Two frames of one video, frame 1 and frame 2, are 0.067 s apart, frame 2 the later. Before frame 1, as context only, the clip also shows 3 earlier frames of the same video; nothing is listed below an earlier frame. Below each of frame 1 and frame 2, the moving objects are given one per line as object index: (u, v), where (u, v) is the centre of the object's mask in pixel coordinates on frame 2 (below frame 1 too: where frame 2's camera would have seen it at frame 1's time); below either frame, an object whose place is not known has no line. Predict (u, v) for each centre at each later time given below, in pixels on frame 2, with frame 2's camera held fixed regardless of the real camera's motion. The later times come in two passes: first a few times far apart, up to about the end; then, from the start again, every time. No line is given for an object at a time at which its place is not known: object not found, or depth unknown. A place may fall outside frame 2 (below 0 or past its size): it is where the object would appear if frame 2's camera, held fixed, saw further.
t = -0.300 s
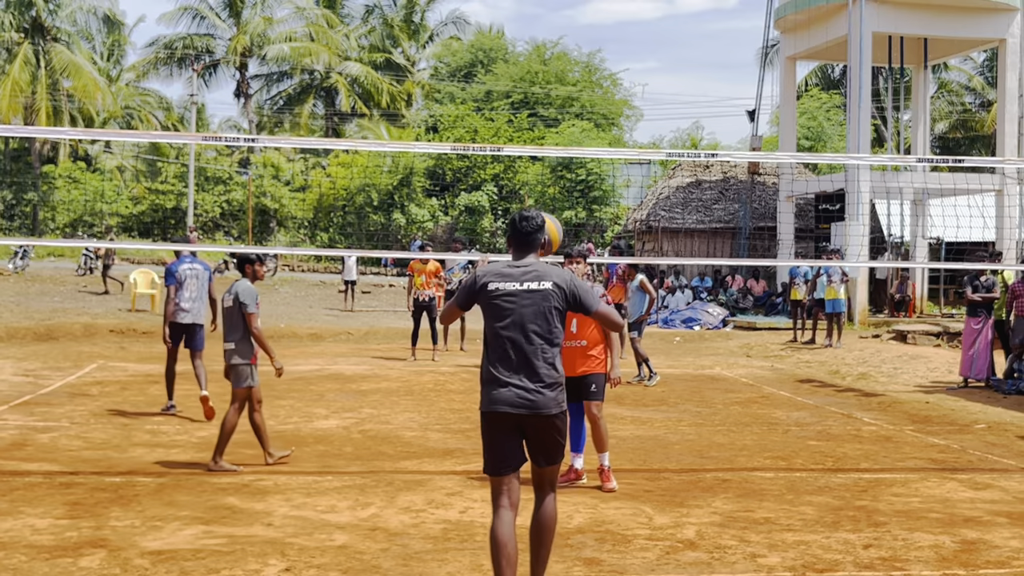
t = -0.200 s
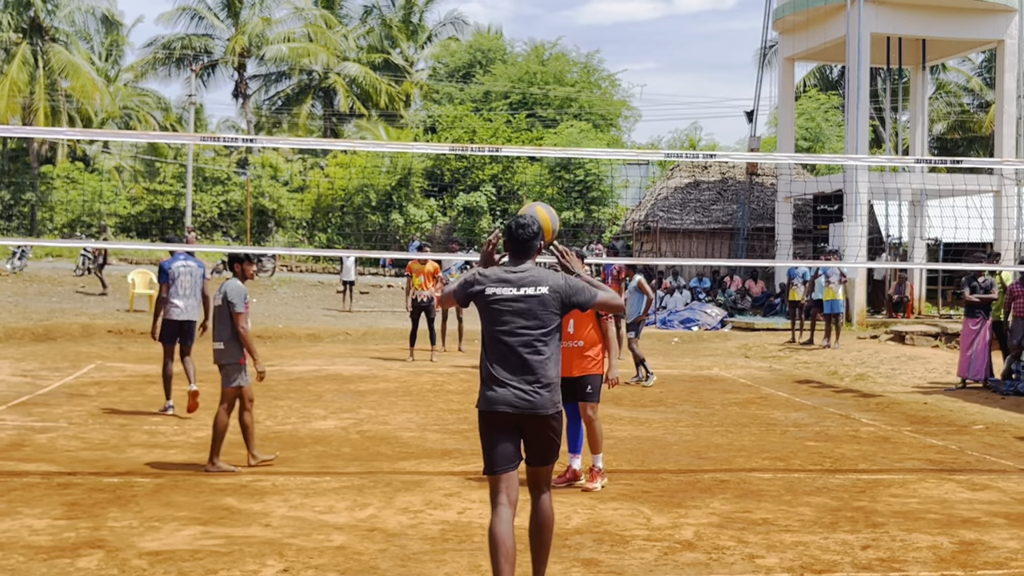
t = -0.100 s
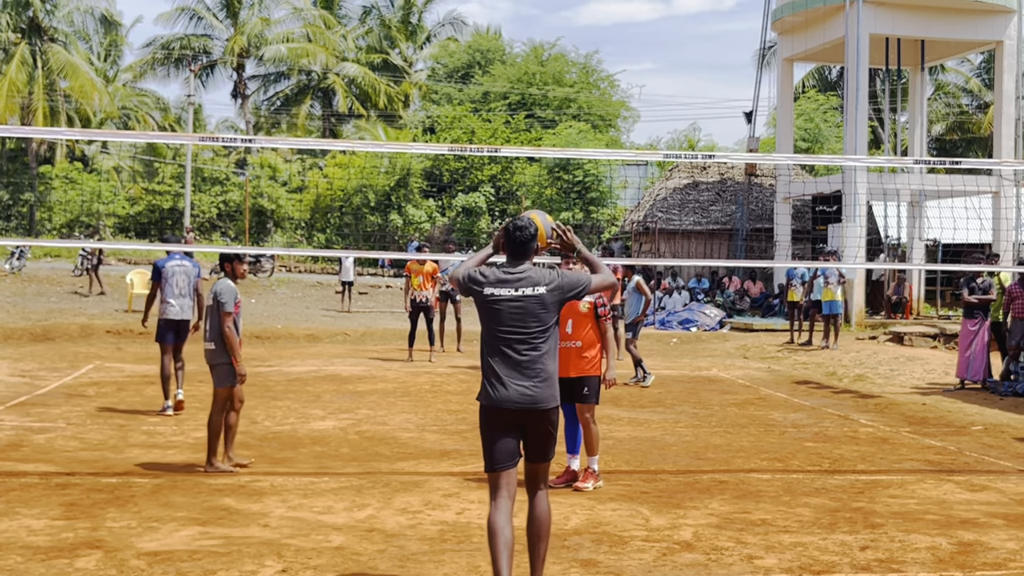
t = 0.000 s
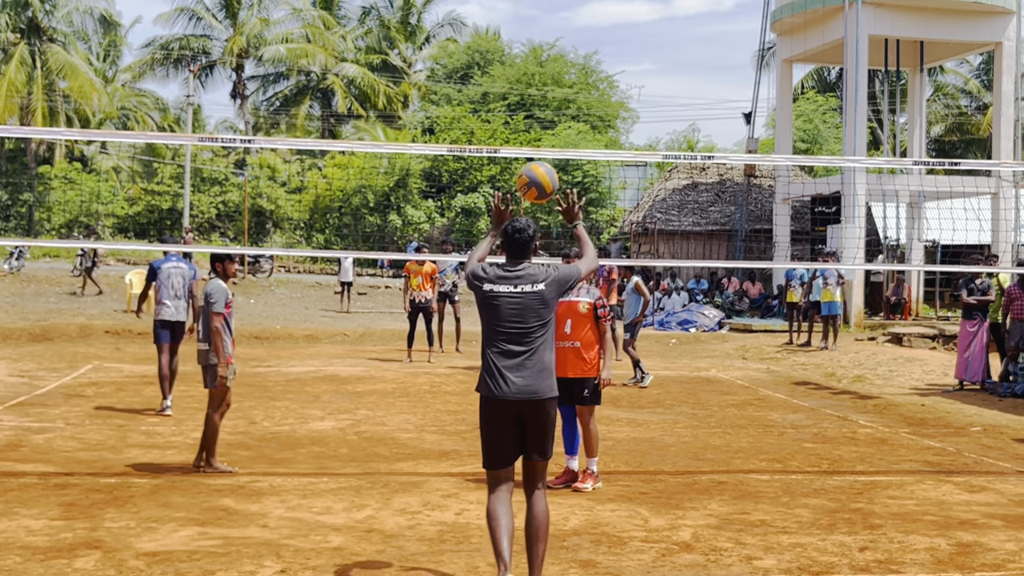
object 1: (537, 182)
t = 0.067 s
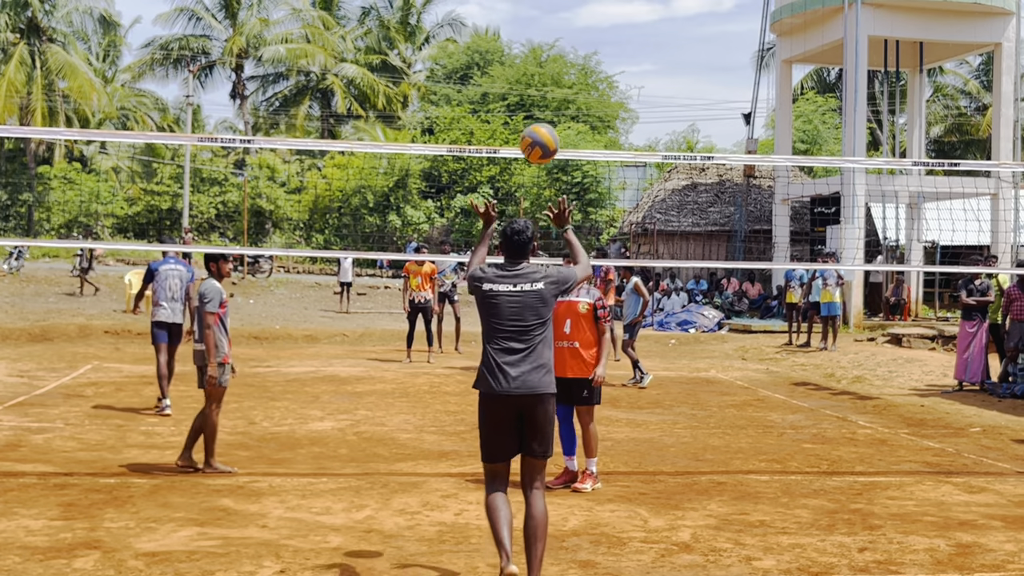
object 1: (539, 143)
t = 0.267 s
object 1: (547, 88)
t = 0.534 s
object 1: (554, 124)
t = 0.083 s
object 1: (540, 135)
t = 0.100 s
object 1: (541, 128)
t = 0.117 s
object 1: (541, 121)
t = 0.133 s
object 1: (542, 115)
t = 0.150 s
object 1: (543, 110)
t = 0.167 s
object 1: (543, 105)
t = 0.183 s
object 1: (544, 101)
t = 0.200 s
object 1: (544, 97)
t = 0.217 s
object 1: (545, 94)
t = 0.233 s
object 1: (545, 92)
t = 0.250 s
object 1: (546, 89)
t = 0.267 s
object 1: (547, 88)
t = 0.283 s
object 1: (547, 87)
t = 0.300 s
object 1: (548, 87)
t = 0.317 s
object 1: (548, 87)
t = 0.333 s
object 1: (548, 87)
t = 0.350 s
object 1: (549, 88)
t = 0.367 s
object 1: (550, 89)
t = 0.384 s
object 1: (550, 91)
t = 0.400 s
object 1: (551, 93)
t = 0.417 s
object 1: (551, 95)
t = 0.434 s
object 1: (552, 98)
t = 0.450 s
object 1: (552, 102)
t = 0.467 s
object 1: (552, 105)
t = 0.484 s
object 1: (553, 110)
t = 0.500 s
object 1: (553, 114)
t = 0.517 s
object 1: (554, 119)
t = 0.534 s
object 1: (554, 124)
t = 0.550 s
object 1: (554, 129)
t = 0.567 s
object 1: (555, 135)
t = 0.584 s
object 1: (555, 141)
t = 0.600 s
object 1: (555, 148)
